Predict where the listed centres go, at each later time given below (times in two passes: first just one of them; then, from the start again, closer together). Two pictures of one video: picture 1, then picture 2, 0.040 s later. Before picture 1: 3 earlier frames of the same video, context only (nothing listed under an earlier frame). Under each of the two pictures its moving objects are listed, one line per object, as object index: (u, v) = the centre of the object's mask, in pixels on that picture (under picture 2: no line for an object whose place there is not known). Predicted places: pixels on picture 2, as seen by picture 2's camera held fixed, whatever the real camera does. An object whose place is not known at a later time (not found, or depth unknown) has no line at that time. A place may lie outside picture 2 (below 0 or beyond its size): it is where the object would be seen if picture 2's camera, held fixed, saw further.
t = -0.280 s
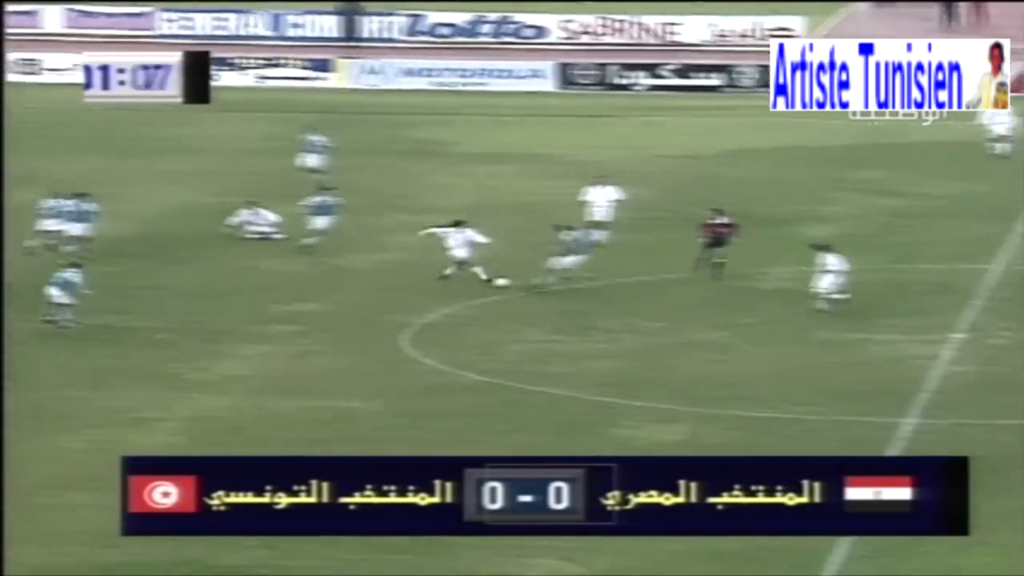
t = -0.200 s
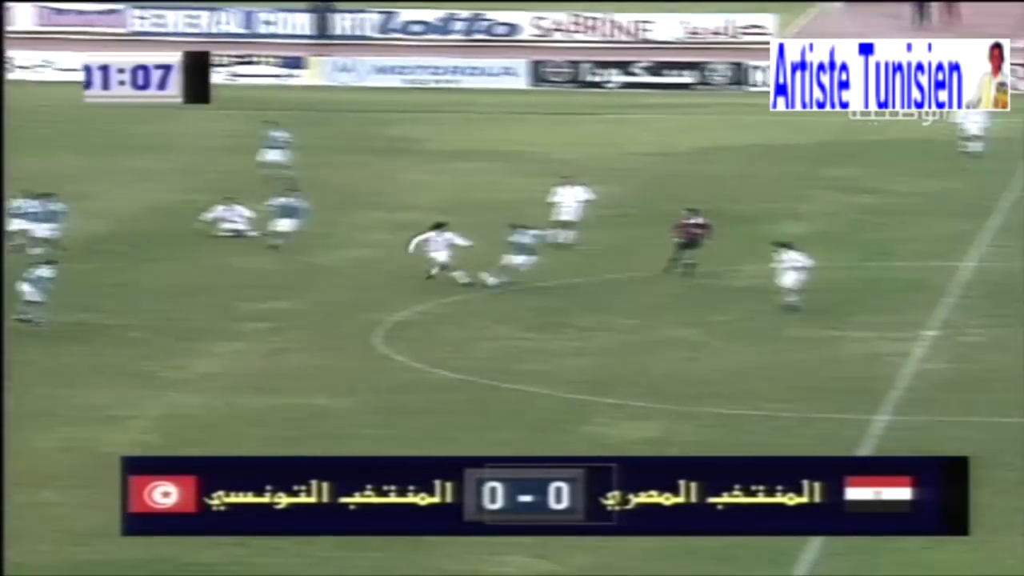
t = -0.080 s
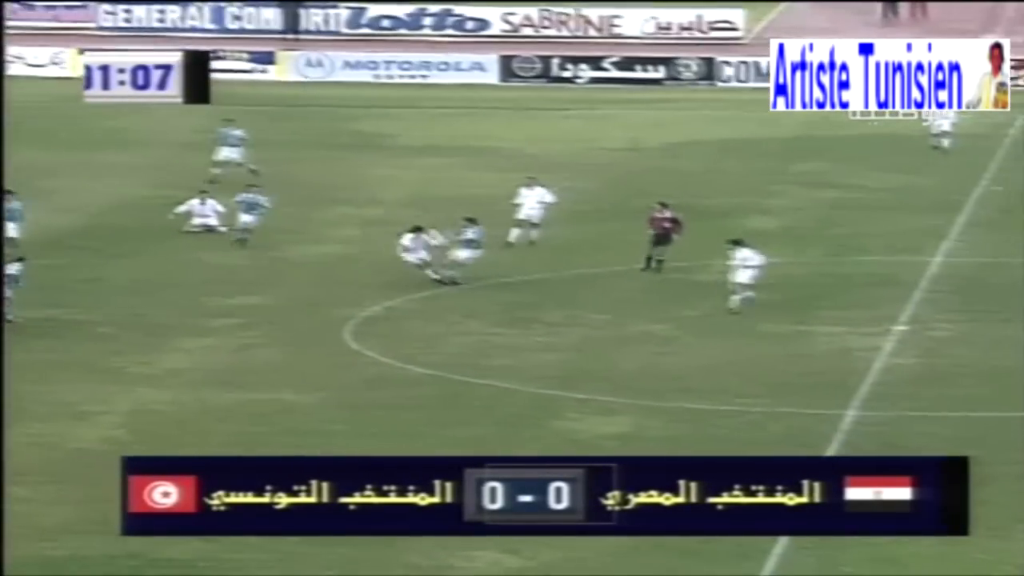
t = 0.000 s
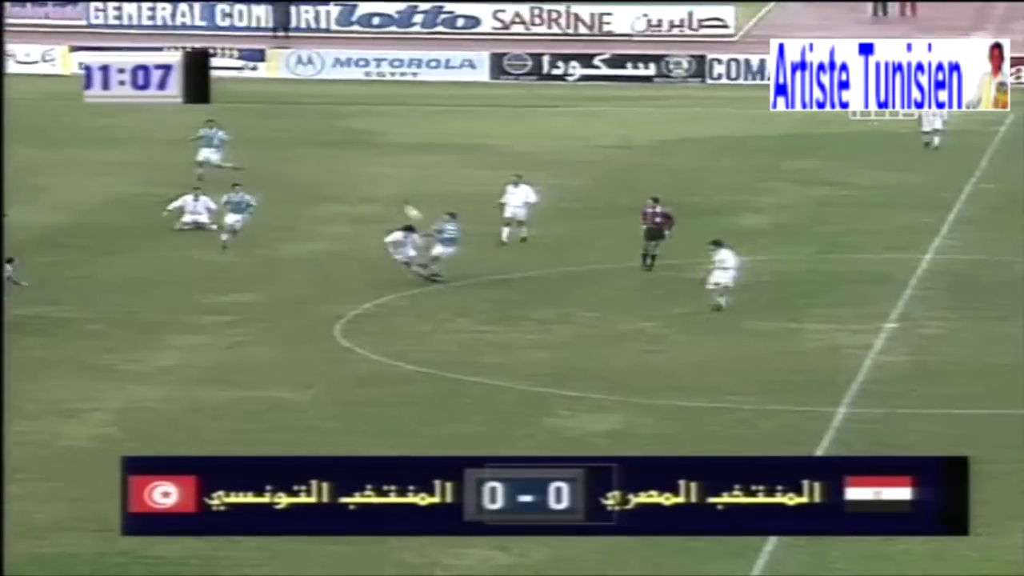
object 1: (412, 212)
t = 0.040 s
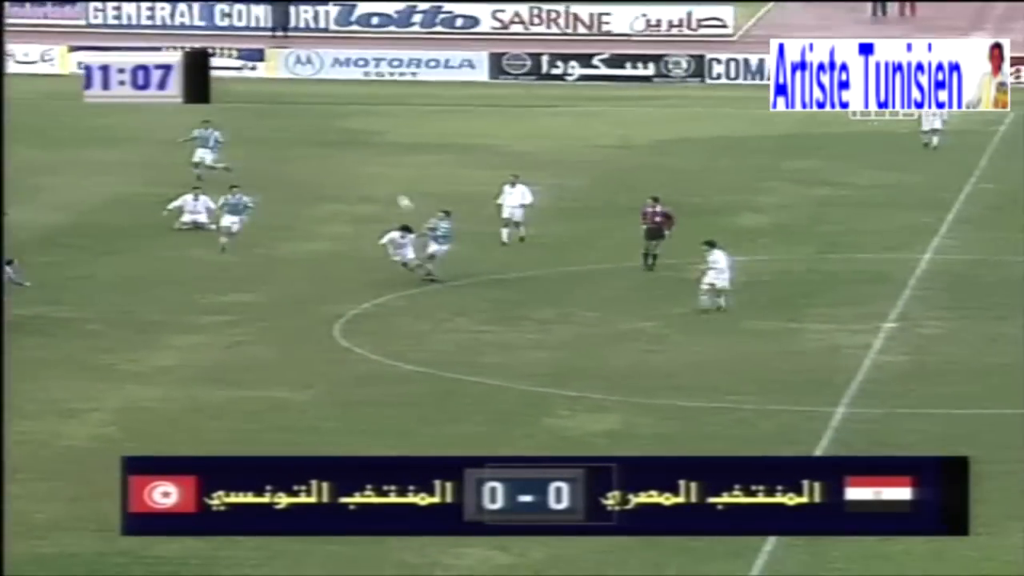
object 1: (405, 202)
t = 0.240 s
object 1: (368, 161)
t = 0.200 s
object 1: (374, 168)
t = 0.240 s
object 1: (368, 161)
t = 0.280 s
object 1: (361, 155)
